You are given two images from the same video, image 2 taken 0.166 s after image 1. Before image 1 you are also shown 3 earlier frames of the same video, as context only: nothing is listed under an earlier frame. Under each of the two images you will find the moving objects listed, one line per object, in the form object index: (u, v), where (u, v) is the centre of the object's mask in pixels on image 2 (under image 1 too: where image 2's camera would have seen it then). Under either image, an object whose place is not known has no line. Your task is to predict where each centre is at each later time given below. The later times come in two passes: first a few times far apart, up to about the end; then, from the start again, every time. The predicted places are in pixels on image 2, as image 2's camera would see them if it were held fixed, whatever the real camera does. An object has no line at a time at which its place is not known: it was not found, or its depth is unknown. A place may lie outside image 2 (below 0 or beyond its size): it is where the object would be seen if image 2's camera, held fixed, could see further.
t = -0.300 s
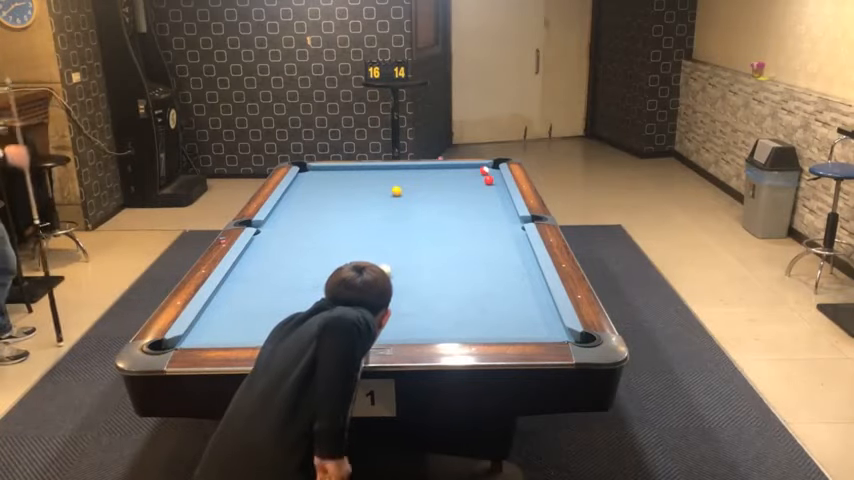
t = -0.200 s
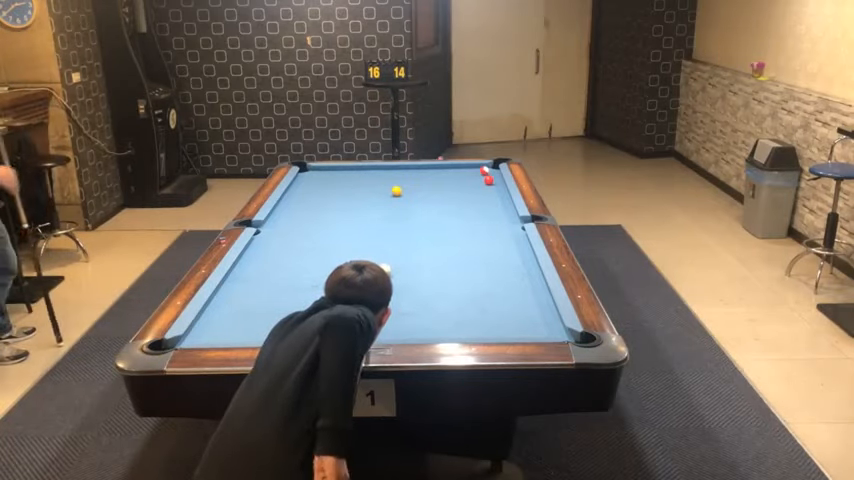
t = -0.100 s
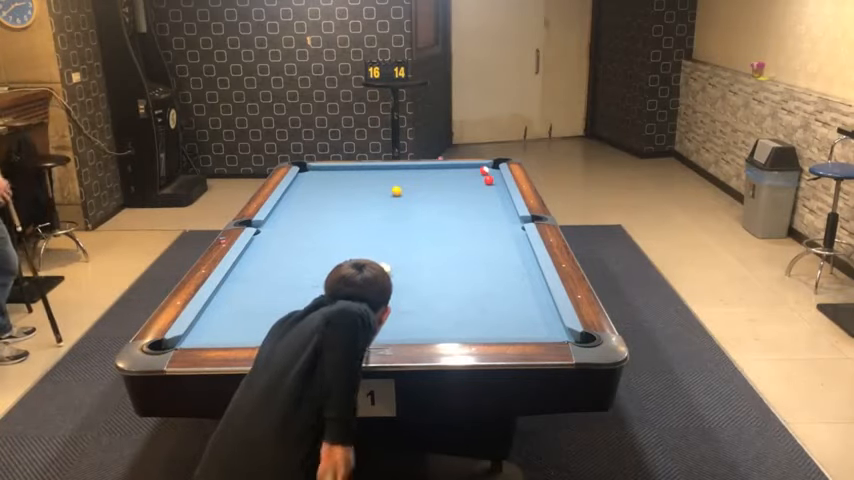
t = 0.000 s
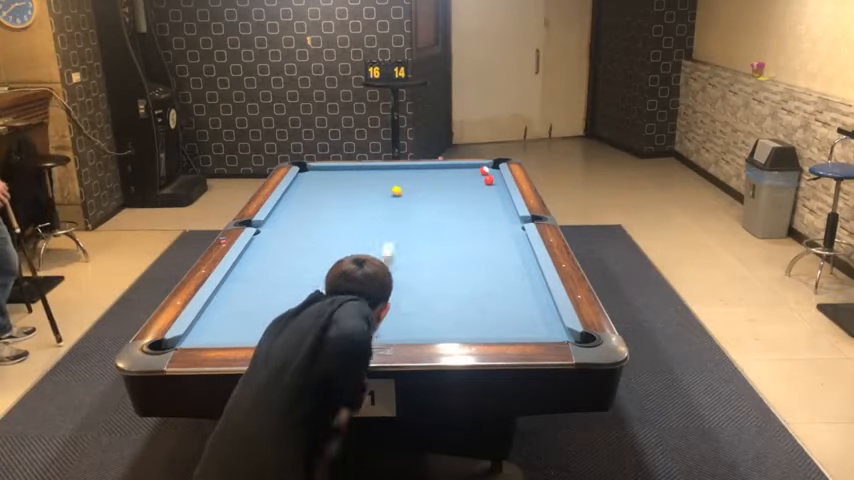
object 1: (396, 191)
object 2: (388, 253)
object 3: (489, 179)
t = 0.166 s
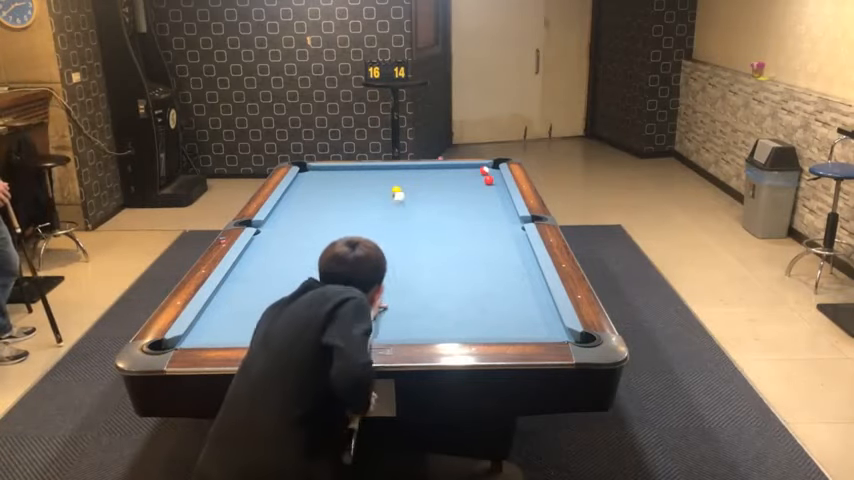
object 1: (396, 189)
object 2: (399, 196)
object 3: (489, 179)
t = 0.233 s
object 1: (383, 181)
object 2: (417, 190)
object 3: (489, 179)
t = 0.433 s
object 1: (348, 174)
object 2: (471, 181)
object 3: (489, 180)
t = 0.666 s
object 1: (318, 193)
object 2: (484, 173)
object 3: (484, 179)
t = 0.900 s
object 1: (282, 216)
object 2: (493, 171)
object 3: (460, 179)
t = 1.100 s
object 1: (279, 232)
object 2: (487, 171)
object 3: (439, 177)
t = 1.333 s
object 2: (479, 171)
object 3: (418, 177)
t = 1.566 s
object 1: (381, 247)
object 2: (471, 172)
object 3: (397, 176)
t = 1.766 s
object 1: (427, 255)
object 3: (382, 176)
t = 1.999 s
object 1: (484, 263)
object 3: (360, 174)
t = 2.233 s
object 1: (530, 271)
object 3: (342, 173)
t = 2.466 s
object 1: (503, 271)
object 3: (324, 173)
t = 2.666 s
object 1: (482, 270)
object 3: (310, 172)
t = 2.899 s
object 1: (458, 269)
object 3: (306, 172)
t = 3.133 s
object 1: (434, 269)
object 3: (315, 171)
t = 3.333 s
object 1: (416, 268)
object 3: (322, 171)
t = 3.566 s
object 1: (395, 268)
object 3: (330, 170)
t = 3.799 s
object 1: (376, 267)
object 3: (337, 170)
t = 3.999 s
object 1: (360, 267)
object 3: (341, 169)
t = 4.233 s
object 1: (343, 267)
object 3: (347, 169)
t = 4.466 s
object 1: (326, 266)
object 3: (353, 168)
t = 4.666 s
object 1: (313, 266)
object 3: (356, 168)
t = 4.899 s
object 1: (298, 266)
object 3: (360, 168)
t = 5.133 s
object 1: (285, 266)
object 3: (362, 168)
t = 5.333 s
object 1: (274, 265)
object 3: (363, 168)
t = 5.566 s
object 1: (263, 265)
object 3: (363, 167)
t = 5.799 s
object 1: (253, 265)
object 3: (363, 167)
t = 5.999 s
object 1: (244, 265)
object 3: (363, 167)
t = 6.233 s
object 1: (240, 265)
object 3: (363, 167)
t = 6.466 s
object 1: (244, 265)
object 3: (363, 167)
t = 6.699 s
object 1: (247, 265)
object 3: (363, 167)
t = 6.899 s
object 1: (249, 265)
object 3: (363, 167)
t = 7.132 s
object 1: (251, 265)
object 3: (363, 167)
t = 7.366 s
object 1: (251, 265)
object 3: (363, 167)
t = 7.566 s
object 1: (251, 265)
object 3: (363, 167)
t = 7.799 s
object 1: (251, 265)
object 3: (363, 167)
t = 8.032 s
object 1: (251, 265)
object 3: (363, 167)
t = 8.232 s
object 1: (251, 264)
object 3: (363, 167)
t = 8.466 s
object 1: (251, 265)
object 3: (363, 167)
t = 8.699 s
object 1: (251, 265)
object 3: (363, 167)
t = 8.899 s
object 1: (251, 265)
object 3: (363, 167)
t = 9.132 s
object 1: (251, 264)
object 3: (363, 167)
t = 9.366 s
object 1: (251, 265)
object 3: (363, 167)
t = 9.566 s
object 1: (251, 264)
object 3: (363, 167)
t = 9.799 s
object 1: (251, 264)
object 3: (363, 167)
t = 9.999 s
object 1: (251, 265)
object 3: (363, 167)
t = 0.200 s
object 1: (391, 186)
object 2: (406, 191)
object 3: (489, 179)
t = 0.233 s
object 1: (383, 181)
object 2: (417, 190)
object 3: (489, 179)
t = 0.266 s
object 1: (374, 176)
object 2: (427, 189)
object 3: (489, 179)
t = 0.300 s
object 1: (368, 171)
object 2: (438, 187)
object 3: (489, 179)
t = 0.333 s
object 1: (361, 167)
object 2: (446, 186)
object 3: (489, 180)
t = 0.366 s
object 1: (357, 168)
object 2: (455, 184)
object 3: (489, 180)
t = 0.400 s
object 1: (352, 171)
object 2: (463, 183)
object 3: (489, 180)
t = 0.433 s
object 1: (348, 174)
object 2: (471, 181)
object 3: (489, 180)
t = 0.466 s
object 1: (344, 177)
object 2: (478, 180)
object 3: (489, 180)
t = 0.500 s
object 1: (340, 180)
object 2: (478, 179)
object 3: (495, 179)
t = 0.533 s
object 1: (336, 183)
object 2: (479, 179)
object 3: (497, 179)
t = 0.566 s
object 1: (331, 185)
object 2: (480, 178)
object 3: (494, 179)
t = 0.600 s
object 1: (328, 187)
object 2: (481, 177)
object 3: (491, 179)
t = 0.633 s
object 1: (323, 191)
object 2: (482, 175)
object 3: (487, 179)
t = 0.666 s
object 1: (318, 193)
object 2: (484, 173)
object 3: (484, 179)
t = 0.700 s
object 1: (313, 197)
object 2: (486, 174)
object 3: (480, 179)
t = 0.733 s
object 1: (309, 200)
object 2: (488, 173)
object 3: (477, 179)
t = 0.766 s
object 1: (304, 203)
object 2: (491, 172)
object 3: (473, 179)
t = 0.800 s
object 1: (299, 206)
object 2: (493, 172)
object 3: (469, 179)
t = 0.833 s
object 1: (293, 209)
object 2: (495, 171)
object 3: (466, 179)
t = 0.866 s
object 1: (288, 213)
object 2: (495, 171)
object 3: (463, 179)
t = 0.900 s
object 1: (282, 216)
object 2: (493, 171)
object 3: (460, 179)
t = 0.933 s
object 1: (277, 220)
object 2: (492, 171)
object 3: (456, 178)
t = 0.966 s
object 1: (271, 223)
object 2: (491, 171)
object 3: (452, 178)
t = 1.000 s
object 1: (265, 227)
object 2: (490, 171)
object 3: (450, 178)
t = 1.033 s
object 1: (263, 230)
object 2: (489, 171)
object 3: (446, 178)
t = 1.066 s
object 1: (271, 231)
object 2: (488, 171)
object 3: (443, 177)
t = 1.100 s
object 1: (279, 232)
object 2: (487, 171)
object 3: (439, 177)
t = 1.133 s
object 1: (286, 233)
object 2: (485, 171)
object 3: (436, 177)
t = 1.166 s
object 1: (292, 232)
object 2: (484, 171)
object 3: (433, 177)
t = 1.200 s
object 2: (483, 171)
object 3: (430, 177)
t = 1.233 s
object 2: (481, 171)
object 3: (427, 177)
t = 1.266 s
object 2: (481, 171)
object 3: (424, 177)
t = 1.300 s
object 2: (480, 172)
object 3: (421, 177)
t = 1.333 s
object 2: (479, 171)
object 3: (418, 177)
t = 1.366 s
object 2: (477, 172)
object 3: (414, 176)
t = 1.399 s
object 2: (476, 172)
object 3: (411, 177)
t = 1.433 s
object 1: (354, 243)
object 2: (475, 172)
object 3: (408, 176)
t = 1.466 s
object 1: (358, 244)
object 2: (474, 172)
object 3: (405, 176)
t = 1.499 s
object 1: (364, 246)
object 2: (473, 172)
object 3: (403, 176)
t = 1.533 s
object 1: (374, 246)
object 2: (472, 172)
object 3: (400, 176)
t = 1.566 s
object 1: (381, 247)
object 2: (471, 172)
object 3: (397, 176)
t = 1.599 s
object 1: (389, 249)
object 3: (394, 176)
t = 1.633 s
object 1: (396, 250)
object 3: (391, 176)
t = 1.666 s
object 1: (403, 251)
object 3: (388, 176)
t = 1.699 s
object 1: (411, 252)
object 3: (385, 176)
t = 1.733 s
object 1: (419, 254)
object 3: (383, 176)
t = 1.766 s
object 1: (427, 255)
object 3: (382, 176)
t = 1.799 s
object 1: (435, 256)
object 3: (375, 175)
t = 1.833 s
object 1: (443, 257)
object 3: (373, 175)
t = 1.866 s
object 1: (450, 258)
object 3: (371, 175)
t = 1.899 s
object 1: (459, 260)
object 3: (368, 175)
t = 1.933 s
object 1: (467, 261)
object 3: (366, 174)
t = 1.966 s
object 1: (475, 263)
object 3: (363, 174)
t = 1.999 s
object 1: (484, 263)
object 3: (360, 174)
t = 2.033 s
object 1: (492, 265)
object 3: (357, 174)
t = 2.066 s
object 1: (500, 266)
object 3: (355, 174)
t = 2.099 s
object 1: (509, 267)
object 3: (352, 174)
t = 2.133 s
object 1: (518, 268)
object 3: (349, 174)
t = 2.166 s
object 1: (526, 270)
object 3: (347, 174)
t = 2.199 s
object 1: (534, 271)
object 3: (344, 173)
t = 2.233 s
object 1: (530, 271)
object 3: (342, 173)
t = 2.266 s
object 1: (526, 271)
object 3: (339, 173)
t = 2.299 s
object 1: (522, 271)
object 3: (337, 173)
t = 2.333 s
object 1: (519, 271)
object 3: (334, 173)
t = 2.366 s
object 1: (514, 271)
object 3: (331, 173)
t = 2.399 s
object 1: (511, 271)
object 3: (329, 173)
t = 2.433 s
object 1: (507, 271)
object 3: (327, 173)
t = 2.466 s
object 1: (503, 271)
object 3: (324, 173)
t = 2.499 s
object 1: (500, 270)
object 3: (321, 173)
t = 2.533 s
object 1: (496, 270)
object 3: (320, 172)
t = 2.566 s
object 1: (492, 270)
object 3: (317, 172)
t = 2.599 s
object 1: (489, 270)
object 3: (315, 172)
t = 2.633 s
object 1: (485, 270)
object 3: (313, 172)
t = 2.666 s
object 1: (482, 270)
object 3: (310, 172)
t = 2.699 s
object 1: (478, 270)
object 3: (308, 172)
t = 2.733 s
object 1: (474, 270)
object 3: (305, 172)
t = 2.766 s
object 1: (471, 270)
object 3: (303, 172)
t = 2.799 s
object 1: (468, 270)
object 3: (303, 172)
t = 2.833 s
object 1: (464, 269)
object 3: (303, 172)
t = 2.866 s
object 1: (461, 269)
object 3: (304, 172)
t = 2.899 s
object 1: (458, 269)
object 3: (306, 172)
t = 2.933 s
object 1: (454, 269)
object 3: (308, 171)
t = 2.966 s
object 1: (450, 269)
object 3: (309, 171)
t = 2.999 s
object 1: (448, 269)
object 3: (310, 171)
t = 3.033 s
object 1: (444, 269)
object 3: (311, 171)
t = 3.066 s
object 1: (441, 269)
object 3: (313, 171)
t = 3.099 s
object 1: (438, 269)
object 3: (314, 171)
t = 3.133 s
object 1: (434, 269)
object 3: (315, 171)
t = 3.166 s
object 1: (431, 269)
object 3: (317, 171)
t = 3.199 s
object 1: (428, 269)
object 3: (318, 171)
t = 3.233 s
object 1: (425, 269)
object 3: (319, 171)
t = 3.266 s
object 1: (422, 269)
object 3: (320, 171)
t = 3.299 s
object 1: (419, 268)
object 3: (321, 171)
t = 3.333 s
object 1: (416, 268)
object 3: (322, 171)
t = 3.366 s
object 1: (413, 268)
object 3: (324, 171)
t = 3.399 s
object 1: (410, 268)
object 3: (325, 170)
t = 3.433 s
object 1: (407, 268)
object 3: (326, 170)
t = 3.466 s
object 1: (404, 268)
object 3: (327, 170)
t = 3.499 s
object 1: (401, 268)
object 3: (329, 170)
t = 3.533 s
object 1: (398, 268)
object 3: (330, 170)
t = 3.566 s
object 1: (395, 268)
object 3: (330, 170)
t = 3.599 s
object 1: (392, 268)
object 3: (331, 170)
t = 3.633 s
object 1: (390, 268)
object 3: (332, 170)
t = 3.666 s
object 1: (387, 268)
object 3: (333, 170)
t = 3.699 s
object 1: (384, 267)
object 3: (334, 170)
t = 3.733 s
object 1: (381, 267)
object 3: (335, 170)
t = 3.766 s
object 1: (379, 267)
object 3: (335, 170)
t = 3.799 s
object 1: (376, 267)
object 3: (337, 170)
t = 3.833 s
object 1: (373, 267)
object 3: (337, 170)
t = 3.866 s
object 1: (371, 267)
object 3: (338, 170)
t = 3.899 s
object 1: (368, 267)
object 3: (339, 169)
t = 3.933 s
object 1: (365, 267)
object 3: (340, 169)
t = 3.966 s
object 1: (363, 267)
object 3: (341, 169)
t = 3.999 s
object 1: (360, 267)
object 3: (341, 169)
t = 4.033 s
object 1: (358, 267)
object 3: (343, 169)
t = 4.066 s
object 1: (355, 267)
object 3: (343, 169)
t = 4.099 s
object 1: (353, 267)
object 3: (344, 169)
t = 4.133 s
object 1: (350, 267)
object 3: (345, 169)
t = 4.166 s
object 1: (348, 267)
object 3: (346, 169)
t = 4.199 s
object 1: (345, 267)
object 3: (346, 169)
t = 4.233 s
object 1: (343, 267)
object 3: (347, 169)
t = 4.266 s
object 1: (340, 267)
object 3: (349, 169)
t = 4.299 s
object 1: (338, 267)
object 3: (349, 169)
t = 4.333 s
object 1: (335, 266)
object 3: (350, 169)
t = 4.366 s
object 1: (333, 266)
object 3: (350, 168)
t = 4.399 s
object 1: (331, 266)
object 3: (351, 168)
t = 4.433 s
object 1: (329, 266)
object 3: (351, 169)
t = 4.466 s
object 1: (326, 266)
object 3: (353, 168)
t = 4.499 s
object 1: (324, 266)
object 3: (353, 168)
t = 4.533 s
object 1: (322, 266)
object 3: (353, 168)
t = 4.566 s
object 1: (320, 266)
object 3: (354, 168)
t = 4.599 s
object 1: (318, 266)
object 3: (355, 168)
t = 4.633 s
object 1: (315, 266)
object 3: (355, 168)
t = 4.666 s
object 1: (313, 266)
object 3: (356, 168)
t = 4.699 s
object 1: (311, 266)
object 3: (356, 168)
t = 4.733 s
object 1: (309, 266)
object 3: (357, 168)
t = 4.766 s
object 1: (307, 266)
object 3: (357, 168)
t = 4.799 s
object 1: (304, 266)
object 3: (358, 168)
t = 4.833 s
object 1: (302, 266)
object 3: (358, 168)
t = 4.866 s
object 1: (301, 266)
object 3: (358, 168)
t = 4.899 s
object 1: (298, 266)
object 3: (360, 168)
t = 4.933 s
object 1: (297, 266)
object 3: (360, 168)
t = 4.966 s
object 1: (295, 266)
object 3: (360, 168)
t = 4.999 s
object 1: (292, 266)
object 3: (361, 168)
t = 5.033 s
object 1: (291, 266)
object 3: (361, 168)
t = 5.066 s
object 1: (289, 266)
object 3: (361, 168)
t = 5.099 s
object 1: (287, 266)
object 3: (362, 168)
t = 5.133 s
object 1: (285, 266)
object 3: (362, 168)
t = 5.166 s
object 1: (283, 266)
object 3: (363, 167)
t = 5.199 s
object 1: (282, 266)
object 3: (363, 167)
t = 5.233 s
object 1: (280, 265)
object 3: (363, 167)
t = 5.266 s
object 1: (278, 266)
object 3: (363, 167)
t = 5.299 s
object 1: (276, 266)
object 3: (362, 167)
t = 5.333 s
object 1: (274, 265)
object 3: (363, 168)
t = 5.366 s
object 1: (273, 266)
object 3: (363, 167)
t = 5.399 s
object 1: (271, 266)
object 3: (363, 167)
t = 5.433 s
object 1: (269, 266)
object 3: (363, 167)
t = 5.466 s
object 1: (267, 266)
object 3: (363, 167)
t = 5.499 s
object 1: (266, 266)
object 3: (363, 167)
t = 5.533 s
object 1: (264, 266)
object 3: (363, 167)
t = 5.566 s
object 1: (263, 265)
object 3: (363, 167)
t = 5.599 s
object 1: (262, 265)
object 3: (363, 167)
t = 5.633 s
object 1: (260, 265)
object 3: (363, 167)
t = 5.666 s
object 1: (258, 265)
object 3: (363, 167)
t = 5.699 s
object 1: (257, 265)
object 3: (363, 167)
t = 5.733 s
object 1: (256, 265)
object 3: (363, 167)
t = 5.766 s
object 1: (254, 265)
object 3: (363, 167)
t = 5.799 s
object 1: (253, 265)
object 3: (363, 167)
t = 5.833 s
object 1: (251, 265)
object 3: (363, 167)
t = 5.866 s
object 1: (250, 265)
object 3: (363, 167)
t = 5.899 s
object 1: (248, 265)
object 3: (363, 167)
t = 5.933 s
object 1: (247, 265)
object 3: (363, 167)
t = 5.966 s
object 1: (246, 265)
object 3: (363, 167)
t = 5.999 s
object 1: (244, 265)
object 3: (363, 167)
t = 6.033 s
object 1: (243, 265)
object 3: (363, 167)
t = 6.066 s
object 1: (242, 265)
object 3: (363, 167)
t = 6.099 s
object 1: (241, 265)
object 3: (363, 167)
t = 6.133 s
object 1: (240, 265)
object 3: (363, 167)
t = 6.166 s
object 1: (239, 265)
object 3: (363, 167)
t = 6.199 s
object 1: (239, 265)
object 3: (363, 167)
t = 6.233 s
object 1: (240, 265)
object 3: (363, 167)
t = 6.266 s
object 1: (240, 265)
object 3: (363, 167)
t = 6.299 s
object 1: (241, 265)
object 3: (363, 167)
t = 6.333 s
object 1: (242, 265)
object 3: (363, 167)
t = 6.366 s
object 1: (242, 265)
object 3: (363, 167)
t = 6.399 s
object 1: (243, 265)
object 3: (363, 167)
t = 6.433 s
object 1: (244, 265)
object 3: (363, 167)
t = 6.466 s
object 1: (244, 265)
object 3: (363, 167)
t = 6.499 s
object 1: (245, 265)
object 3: (363, 167)
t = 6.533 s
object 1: (245, 265)
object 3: (363, 167)
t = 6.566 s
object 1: (246, 265)
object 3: (363, 167)
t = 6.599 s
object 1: (246, 265)
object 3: (363, 167)
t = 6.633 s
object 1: (247, 265)
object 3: (363, 167)
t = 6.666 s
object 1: (247, 265)
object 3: (363, 167)
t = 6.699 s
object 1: (247, 265)
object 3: (363, 167)
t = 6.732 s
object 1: (247, 265)
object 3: (363, 167)
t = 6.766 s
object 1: (248, 265)
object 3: (363, 167)
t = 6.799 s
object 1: (248, 265)
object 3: (363, 167)
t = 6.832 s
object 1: (248, 265)
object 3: (363, 167)
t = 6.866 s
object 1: (249, 265)
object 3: (363, 167)
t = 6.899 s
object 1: (249, 265)
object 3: (363, 167)
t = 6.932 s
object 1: (250, 265)
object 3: (363, 167)
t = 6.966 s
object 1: (250, 265)
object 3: (363, 167)
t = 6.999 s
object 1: (250, 265)
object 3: (363, 167)
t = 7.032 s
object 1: (251, 265)
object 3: (363, 167)
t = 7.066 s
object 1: (251, 265)
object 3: (363, 167)
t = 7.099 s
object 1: (251, 265)
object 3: (363, 167)
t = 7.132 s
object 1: (251, 265)
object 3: (363, 167)
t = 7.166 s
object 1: (251, 265)
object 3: (363, 167)
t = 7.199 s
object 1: (251, 265)
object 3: (363, 167)
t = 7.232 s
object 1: (251, 265)
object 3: (363, 167)
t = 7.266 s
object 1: (251, 265)
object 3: (363, 167)
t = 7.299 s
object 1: (251, 265)
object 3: (363, 167)
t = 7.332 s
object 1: (251, 265)
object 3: (363, 167)
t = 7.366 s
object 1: (251, 265)
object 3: (363, 167)
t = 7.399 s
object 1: (251, 265)
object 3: (363, 167)
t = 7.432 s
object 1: (251, 265)
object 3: (363, 167)
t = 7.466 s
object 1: (251, 265)
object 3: (363, 167)
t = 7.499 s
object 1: (251, 265)
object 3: (363, 167)
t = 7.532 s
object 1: (251, 265)
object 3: (363, 167)
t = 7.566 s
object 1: (251, 265)
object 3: (363, 167)
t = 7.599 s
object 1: (251, 265)
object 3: (363, 167)
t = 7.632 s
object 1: (251, 265)
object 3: (363, 167)
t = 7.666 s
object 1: (251, 265)
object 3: (363, 167)
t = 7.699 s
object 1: (251, 265)
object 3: (363, 167)
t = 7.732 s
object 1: (251, 265)
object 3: (363, 167)
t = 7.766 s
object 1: (251, 265)
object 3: (363, 167)
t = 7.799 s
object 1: (251, 265)
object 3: (363, 167)
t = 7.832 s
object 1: (251, 265)
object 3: (363, 167)
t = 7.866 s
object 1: (251, 265)
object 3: (363, 167)
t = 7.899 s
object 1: (251, 265)
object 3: (363, 167)
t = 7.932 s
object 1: (251, 265)
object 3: (363, 167)
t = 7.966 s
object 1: (251, 265)
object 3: (363, 167)
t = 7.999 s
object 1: (251, 265)
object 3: (363, 167)
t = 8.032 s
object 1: (251, 265)
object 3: (363, 167)
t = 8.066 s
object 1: (251, 265)
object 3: (363, 167)
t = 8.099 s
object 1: (251, 265)
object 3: (363, 167)
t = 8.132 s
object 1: (251, 265)
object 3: (363, 167)
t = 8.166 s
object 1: (251, 265)
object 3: (363, 167)
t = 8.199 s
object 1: (251, 265)
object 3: (363, 167)
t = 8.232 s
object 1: (251, 264)
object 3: (363, 167)
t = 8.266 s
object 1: (251, 265)
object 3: (363, 167)
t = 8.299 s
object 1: (251, 265)
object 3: (363, 167)
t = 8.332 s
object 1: (251, 265)
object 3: (363, 167)
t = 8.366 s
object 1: (251, 265)
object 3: (363, 167)
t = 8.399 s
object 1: (251, 265)
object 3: (363, 167)
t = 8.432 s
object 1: (251, 265)
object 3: (363, 167)
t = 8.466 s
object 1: (251, 265)
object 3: (363, 167)
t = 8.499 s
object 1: (251, 265)
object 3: (363, 167)
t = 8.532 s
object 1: (251, 265)
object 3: (363, 167)
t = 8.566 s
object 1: (251, 265)
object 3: (363, 167)
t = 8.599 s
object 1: (251, 265)
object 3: (363, 167)
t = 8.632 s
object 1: (251, 265)
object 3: (363, 167)
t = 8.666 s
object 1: (251, 265)
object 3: (363, 167)
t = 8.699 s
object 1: (251, 265)
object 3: (363, 167)
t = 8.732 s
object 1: (251, 265)
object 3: (363, 167)
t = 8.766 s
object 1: (251, 265)
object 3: (363, 167)
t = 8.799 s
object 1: (251, 264)
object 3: (363, 167)
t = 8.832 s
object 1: (251, 265)
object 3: (363, 167)
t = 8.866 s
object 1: (251, 265)
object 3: (363, 167)
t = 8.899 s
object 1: (251, 265)
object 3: (363, 167)
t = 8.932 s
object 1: (251, 265)
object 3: (363, 167)
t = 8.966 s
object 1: (251, 265)
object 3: (363, 167)
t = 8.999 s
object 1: (251, 265)
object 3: (363, 167)
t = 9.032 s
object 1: (251, 264)
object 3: (363, 167)
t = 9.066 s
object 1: (251, 264)
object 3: (363, 167)
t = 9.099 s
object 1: (251, 264)
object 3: (363, 167)
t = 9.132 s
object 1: (251, 264)
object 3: (363, 167)
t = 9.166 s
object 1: (251, 264)
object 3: (363, 167)
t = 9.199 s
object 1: (251, 264)
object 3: (363, 167)
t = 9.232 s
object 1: (251, 264)
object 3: (363, 167)
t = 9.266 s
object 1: (251, 264)
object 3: (363, 167)
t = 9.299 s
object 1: (251, 264)
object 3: (363, 167)
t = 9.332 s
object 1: (251, 265)
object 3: (363, 167)
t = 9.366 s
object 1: (251, 265)
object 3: (363, 167)
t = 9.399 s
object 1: (251, 264)
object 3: (363, 167)
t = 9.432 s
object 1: (251, 264)
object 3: (363, 167)
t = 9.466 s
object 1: (251, 265)
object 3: (363, 167)
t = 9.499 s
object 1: (251, 264)
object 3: (363, 167)
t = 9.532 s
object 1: (251, 264)
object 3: (363, 167)
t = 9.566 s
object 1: (251, 264)
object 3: (363, 167)
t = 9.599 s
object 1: (251, 264)
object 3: (363, 167)
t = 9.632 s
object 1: (251, 264)
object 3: (363, 167)
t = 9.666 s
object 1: (251, 264)
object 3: (363, 167)
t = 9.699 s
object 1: (251, 264)
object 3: (363, 167)
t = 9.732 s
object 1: (251, 264)
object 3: (363, 167)
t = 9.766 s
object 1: (251, 264)
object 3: (363, 167)
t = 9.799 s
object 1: (251, 264)
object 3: (363, 167)
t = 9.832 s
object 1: (251, 264)
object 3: (363, 167)
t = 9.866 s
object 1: (251, 264)
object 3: (363, 167)
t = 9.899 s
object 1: (251, 264)
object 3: (363, 167)
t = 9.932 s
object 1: (251, 264)
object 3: (363, 167)
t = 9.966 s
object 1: (251, 264)
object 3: (363, 167)
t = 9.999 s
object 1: (251, 265)
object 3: (363, 167)
